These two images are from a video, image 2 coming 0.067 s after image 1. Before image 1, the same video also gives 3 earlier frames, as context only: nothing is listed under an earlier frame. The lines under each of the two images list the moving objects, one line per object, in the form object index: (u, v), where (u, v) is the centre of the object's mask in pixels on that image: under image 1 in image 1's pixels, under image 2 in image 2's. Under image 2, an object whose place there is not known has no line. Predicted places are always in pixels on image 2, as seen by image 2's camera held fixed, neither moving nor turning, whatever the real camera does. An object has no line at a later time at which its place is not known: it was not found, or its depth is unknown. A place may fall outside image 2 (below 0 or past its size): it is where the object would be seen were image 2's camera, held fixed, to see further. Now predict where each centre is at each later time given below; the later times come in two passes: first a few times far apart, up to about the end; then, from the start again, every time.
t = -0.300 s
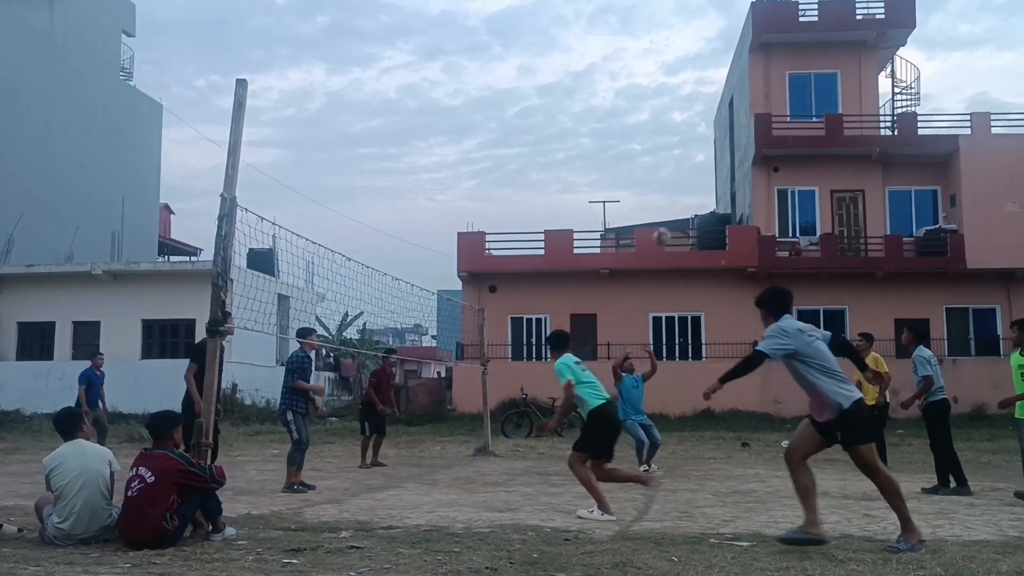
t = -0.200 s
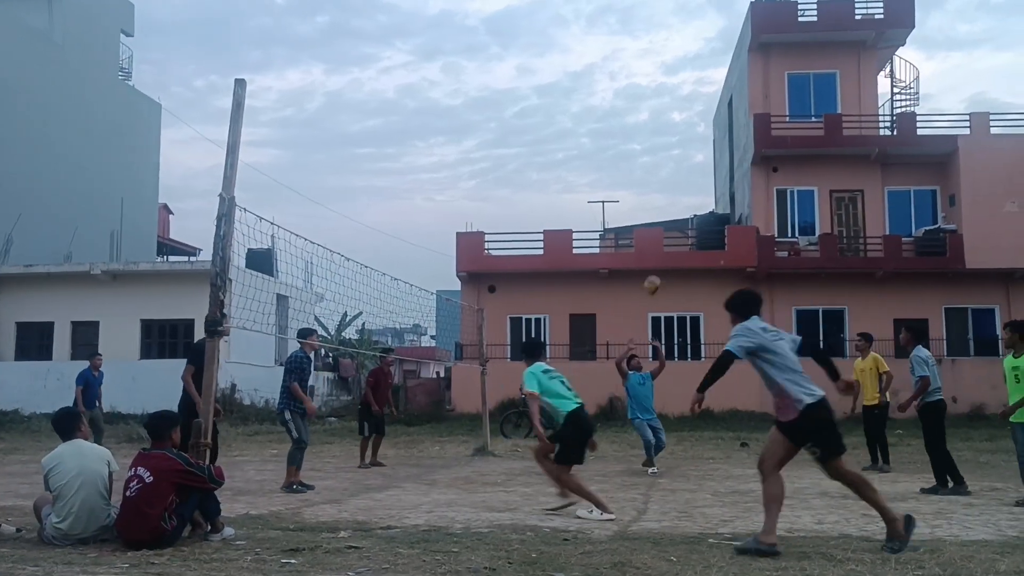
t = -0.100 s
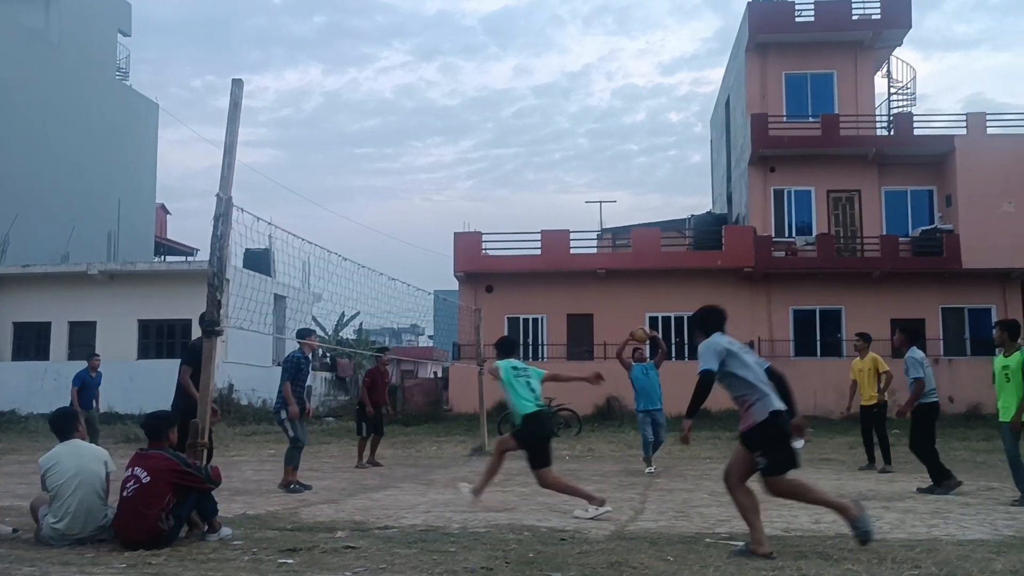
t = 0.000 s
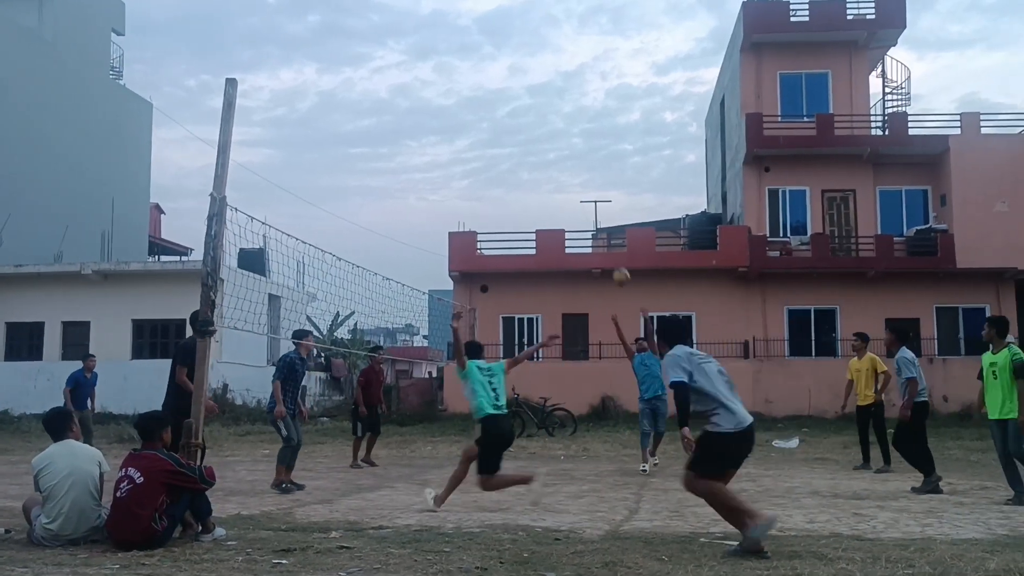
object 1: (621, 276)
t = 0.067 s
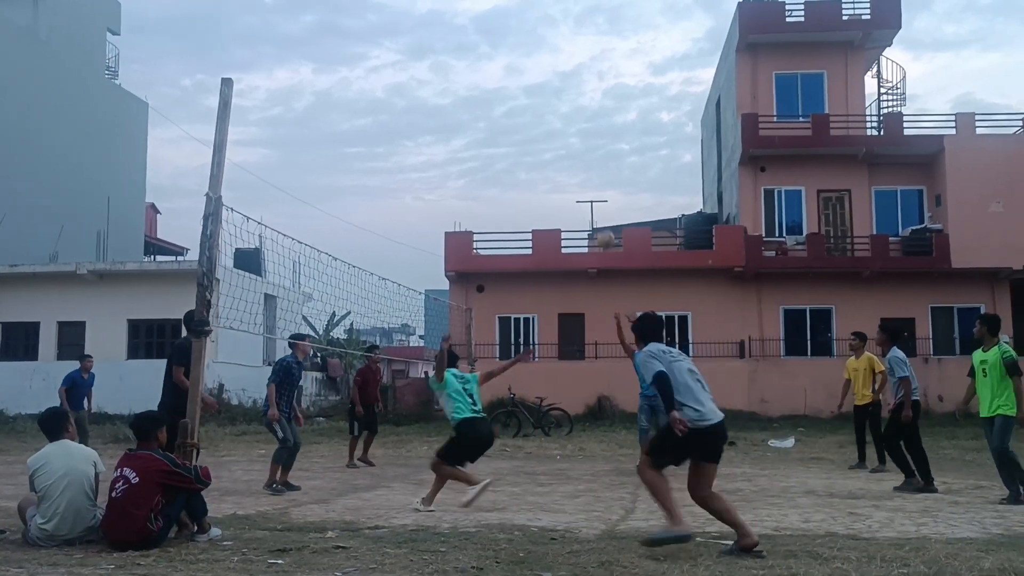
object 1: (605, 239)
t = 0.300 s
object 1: (569, 130)
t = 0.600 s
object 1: (520, 45)
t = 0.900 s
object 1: (462, 37)
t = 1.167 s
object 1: (401, 112)
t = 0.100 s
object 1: (600, 223)
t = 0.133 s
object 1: (595, 205)
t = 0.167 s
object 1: (589, 188)
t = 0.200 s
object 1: (584, 172)
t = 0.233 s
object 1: (579, 158)
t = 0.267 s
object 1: (574, 144)
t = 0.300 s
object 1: (569, 130)
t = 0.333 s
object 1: (564, 118)
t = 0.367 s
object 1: (558, 106)
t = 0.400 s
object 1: (553, 95)
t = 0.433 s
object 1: (548, 84)
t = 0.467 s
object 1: (542, 75)
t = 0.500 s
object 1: (537, 66)
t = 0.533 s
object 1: (531, 58)
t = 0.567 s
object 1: (525, 51)
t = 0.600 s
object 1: (520, 45)
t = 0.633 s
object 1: (514, 40)
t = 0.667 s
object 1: (508, 36)
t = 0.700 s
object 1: (501, 33)
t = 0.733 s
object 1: (495, 31)
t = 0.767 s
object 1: (489, 30)
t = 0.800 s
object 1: (482, 30)
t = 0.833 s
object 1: (476, 31)
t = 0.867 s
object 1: (469, 33)
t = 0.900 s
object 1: (462, 37)
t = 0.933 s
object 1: (455, 41)
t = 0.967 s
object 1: (447, 47)
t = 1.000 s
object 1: (440, 55)
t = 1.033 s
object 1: (433, 63)
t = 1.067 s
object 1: (425, 73)
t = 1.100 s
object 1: (417, 85)
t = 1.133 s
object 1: (409, 98)
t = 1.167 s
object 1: (401, 112)
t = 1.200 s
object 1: (393, 128)
